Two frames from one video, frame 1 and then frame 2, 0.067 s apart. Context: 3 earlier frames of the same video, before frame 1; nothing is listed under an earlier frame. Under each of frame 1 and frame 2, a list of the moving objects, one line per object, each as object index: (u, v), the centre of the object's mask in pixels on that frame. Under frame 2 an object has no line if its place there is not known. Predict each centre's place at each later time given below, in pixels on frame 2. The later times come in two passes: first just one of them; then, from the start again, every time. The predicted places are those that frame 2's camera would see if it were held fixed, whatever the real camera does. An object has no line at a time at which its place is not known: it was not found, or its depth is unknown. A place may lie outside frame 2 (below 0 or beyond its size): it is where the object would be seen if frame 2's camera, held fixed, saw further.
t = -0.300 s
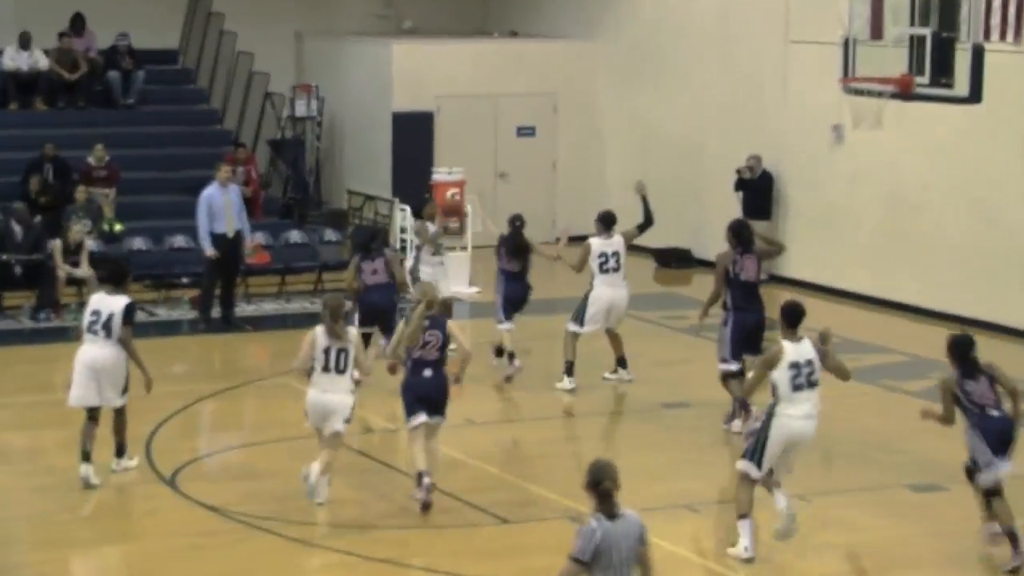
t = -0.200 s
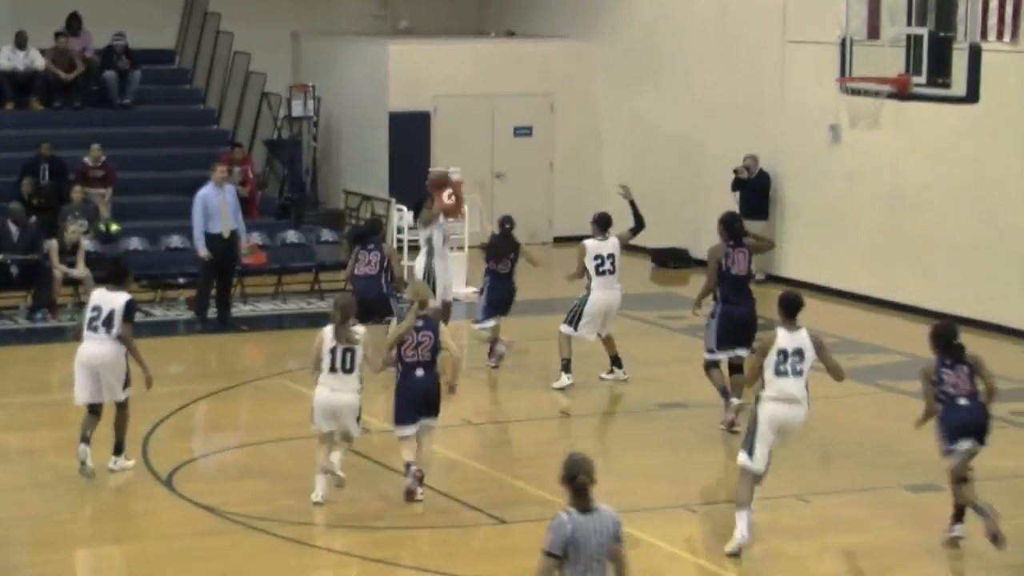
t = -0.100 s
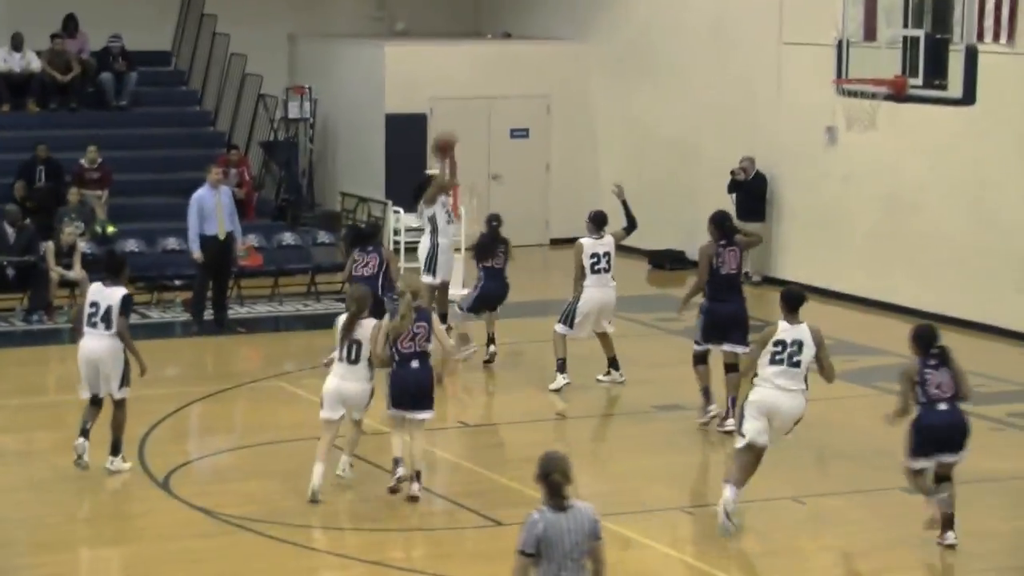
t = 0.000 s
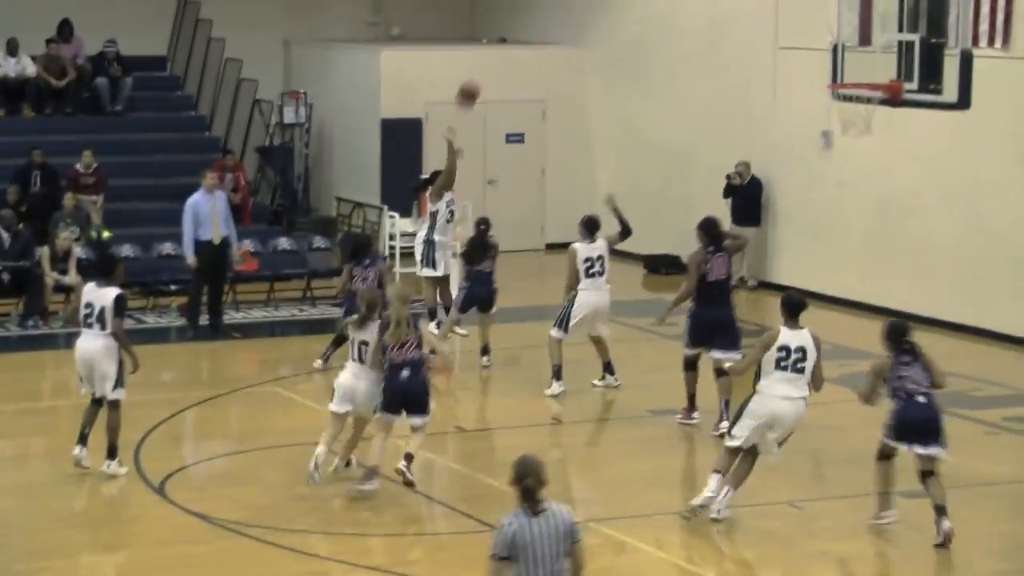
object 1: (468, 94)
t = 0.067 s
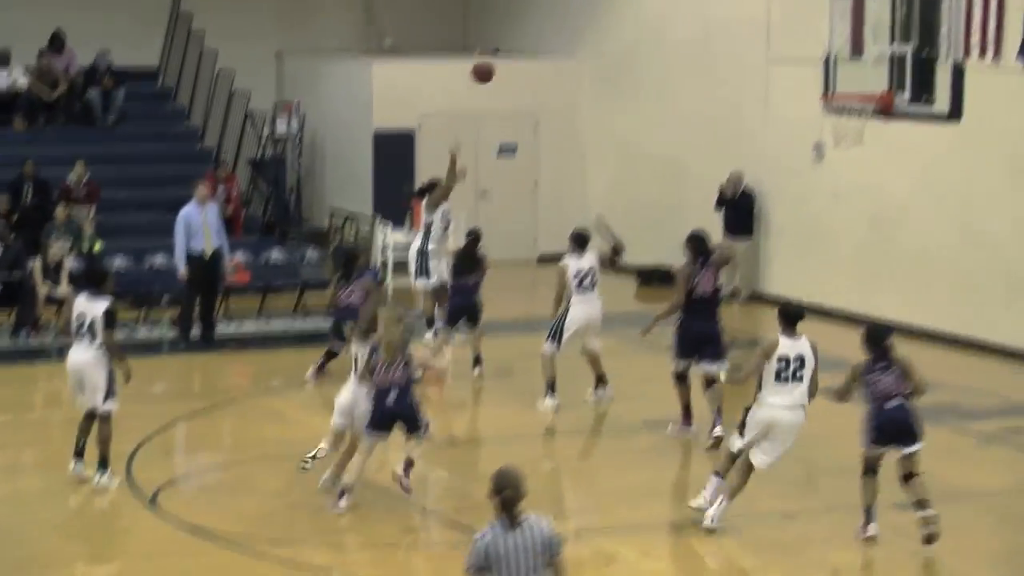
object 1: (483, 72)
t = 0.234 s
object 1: (540, 2)
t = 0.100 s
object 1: (493, 56)
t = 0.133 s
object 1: (505, 43)
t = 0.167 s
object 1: (517, 29)
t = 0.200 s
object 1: (529, 15)
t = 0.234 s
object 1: (540, 2)
